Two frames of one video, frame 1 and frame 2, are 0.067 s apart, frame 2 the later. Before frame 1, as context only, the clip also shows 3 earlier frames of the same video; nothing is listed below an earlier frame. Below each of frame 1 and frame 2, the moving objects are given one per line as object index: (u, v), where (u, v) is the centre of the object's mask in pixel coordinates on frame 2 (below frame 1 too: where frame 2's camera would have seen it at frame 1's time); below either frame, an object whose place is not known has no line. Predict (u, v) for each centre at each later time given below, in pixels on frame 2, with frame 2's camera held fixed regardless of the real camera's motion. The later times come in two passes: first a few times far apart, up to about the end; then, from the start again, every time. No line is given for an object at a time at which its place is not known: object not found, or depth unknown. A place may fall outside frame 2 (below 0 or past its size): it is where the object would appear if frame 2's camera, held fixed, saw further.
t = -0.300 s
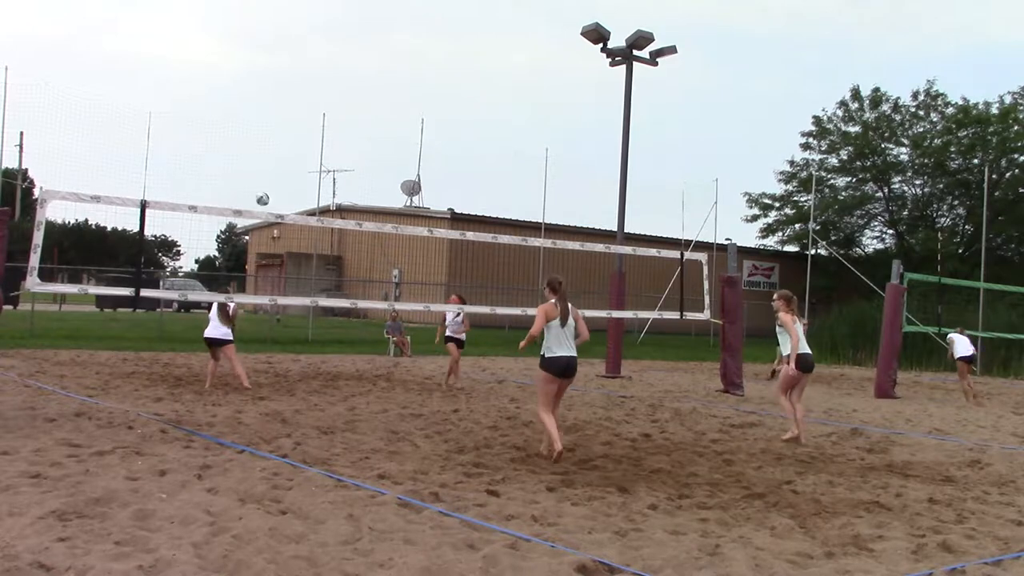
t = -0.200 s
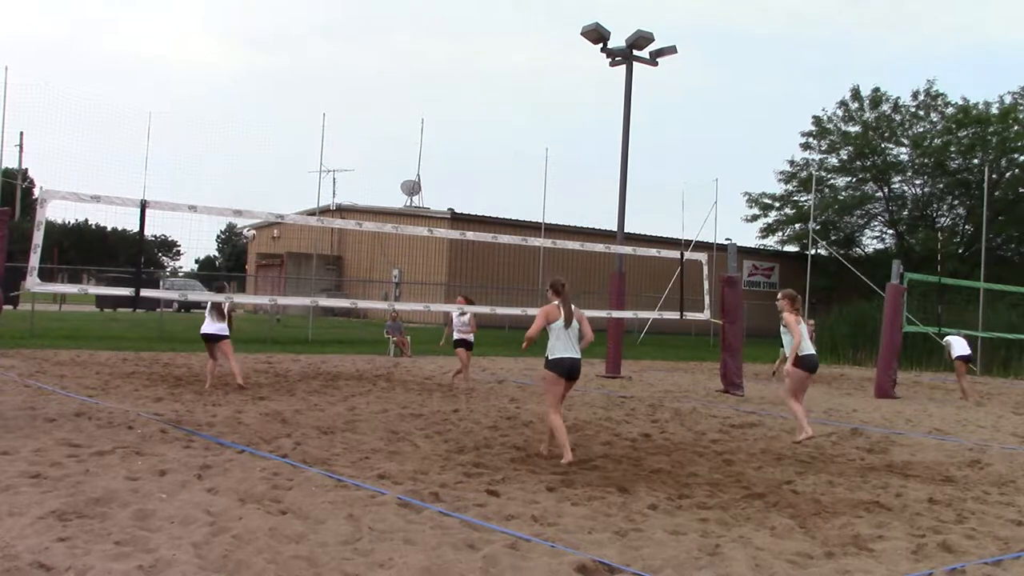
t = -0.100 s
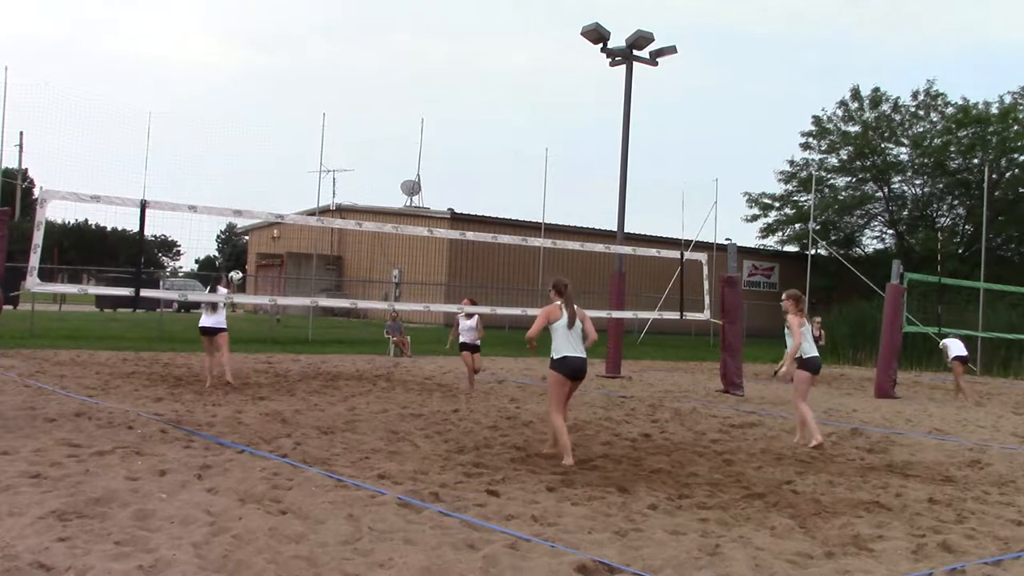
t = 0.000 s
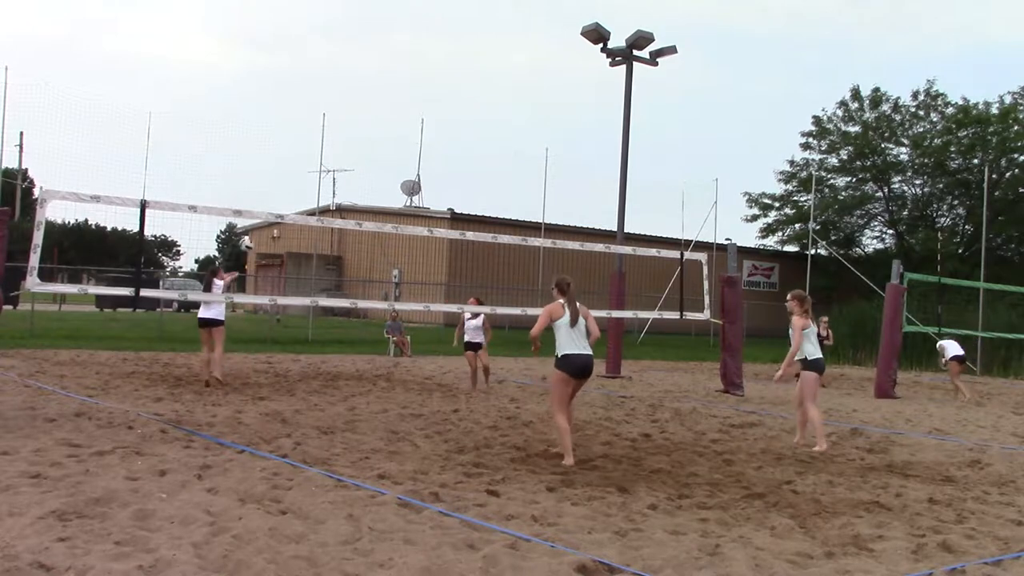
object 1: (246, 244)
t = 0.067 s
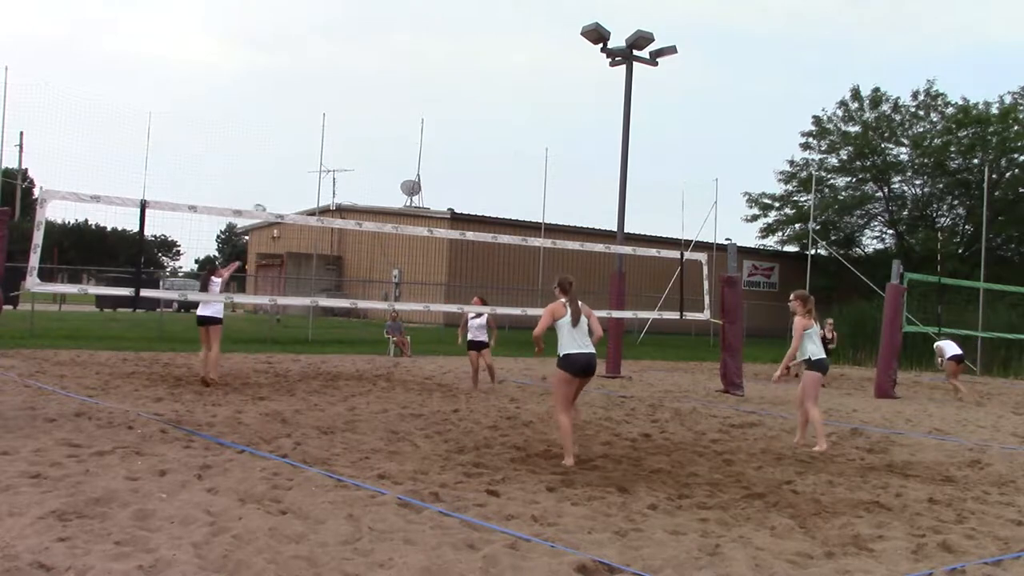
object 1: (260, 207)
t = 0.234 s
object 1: (288, 136)
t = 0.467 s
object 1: (328, 66)
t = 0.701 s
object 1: (363, 31)
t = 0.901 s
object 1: (392, 29)
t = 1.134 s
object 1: (422, 58)
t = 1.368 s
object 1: (448, 121)
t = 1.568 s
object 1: (467, 199)
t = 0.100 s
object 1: (265, 194)
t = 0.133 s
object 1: (271, 178)
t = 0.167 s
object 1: (277, 164)
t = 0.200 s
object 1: (282, 150)
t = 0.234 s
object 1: (288, 136)
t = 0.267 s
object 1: (294, 124)
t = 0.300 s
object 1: (300, 113)
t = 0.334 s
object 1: (305, 102)
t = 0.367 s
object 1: (311, 92)
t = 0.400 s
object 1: (317, 82)
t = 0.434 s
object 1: (322, 73)
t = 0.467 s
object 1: (328, 66)
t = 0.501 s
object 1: (333, 58)
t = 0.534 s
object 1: (338, 52)
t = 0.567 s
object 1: (344, 46)
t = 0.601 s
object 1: (349, 41)
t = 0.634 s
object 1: (353, 37)
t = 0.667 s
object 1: (359, 33)
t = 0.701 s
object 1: (363, 31)
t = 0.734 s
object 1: (368, 29)
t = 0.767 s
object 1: (373, 27)
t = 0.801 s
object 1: (378, 26)
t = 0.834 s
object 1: (383, 27)
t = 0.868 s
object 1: (387, 27)
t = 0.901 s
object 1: (392, 29)
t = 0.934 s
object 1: (397, 31)
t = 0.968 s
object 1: (401, 34)
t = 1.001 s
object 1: (405, 37)
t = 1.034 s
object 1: (410, 41)
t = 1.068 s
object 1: (414, 47)
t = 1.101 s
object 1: (418, 52)
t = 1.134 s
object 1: (422, 58)
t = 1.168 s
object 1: (426, 65)
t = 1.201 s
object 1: (429, 73)
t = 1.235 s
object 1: (433, 81)
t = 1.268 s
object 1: (437, 90)
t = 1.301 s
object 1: (441, 99)
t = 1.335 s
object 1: (445, 110)
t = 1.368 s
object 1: (448, 121)
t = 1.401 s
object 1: (451, 132)
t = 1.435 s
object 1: (454, 144)
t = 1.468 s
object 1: (458, 157)
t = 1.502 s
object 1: (461, 170)
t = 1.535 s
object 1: (464, 184)
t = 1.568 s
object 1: (467, 199)
